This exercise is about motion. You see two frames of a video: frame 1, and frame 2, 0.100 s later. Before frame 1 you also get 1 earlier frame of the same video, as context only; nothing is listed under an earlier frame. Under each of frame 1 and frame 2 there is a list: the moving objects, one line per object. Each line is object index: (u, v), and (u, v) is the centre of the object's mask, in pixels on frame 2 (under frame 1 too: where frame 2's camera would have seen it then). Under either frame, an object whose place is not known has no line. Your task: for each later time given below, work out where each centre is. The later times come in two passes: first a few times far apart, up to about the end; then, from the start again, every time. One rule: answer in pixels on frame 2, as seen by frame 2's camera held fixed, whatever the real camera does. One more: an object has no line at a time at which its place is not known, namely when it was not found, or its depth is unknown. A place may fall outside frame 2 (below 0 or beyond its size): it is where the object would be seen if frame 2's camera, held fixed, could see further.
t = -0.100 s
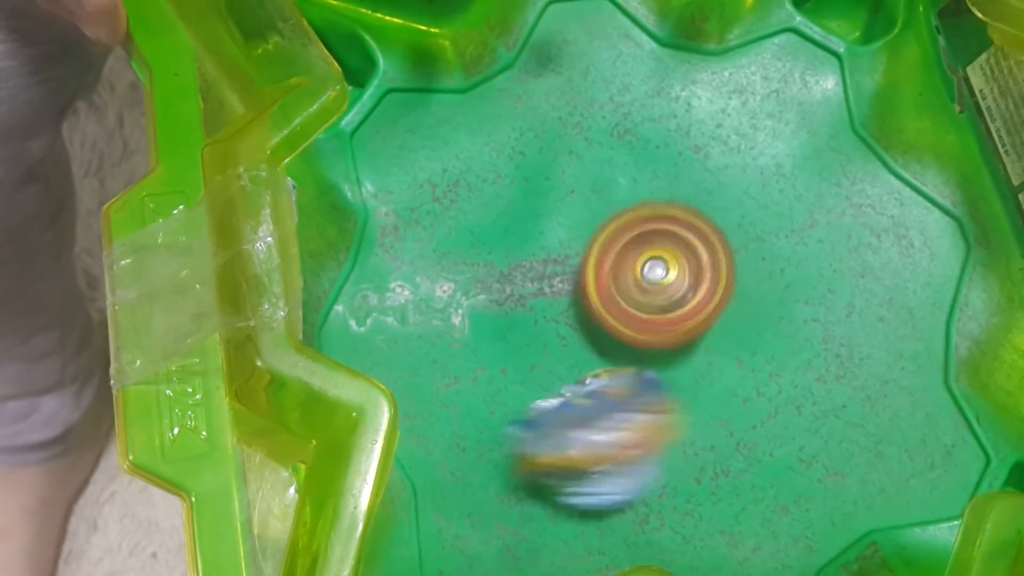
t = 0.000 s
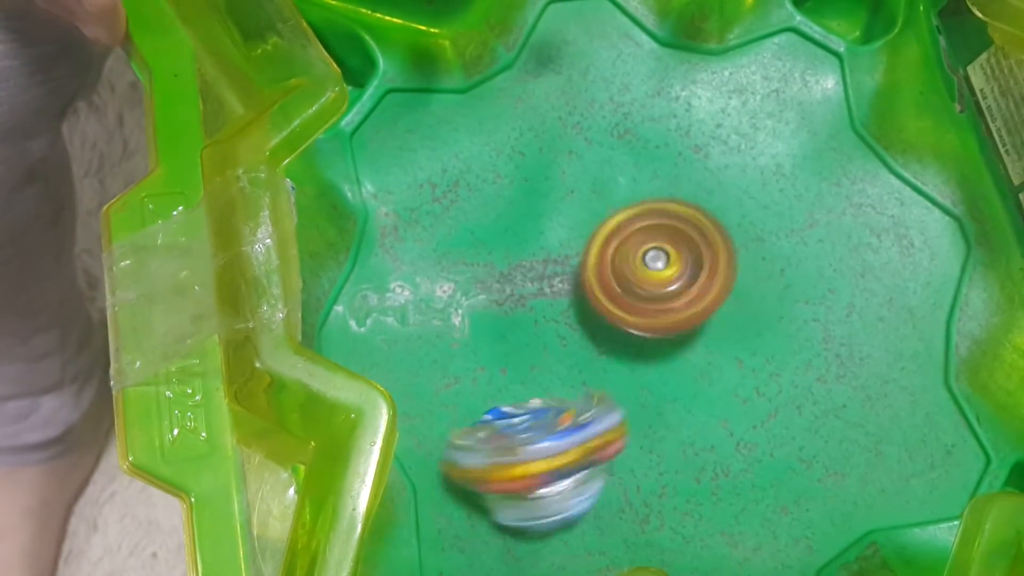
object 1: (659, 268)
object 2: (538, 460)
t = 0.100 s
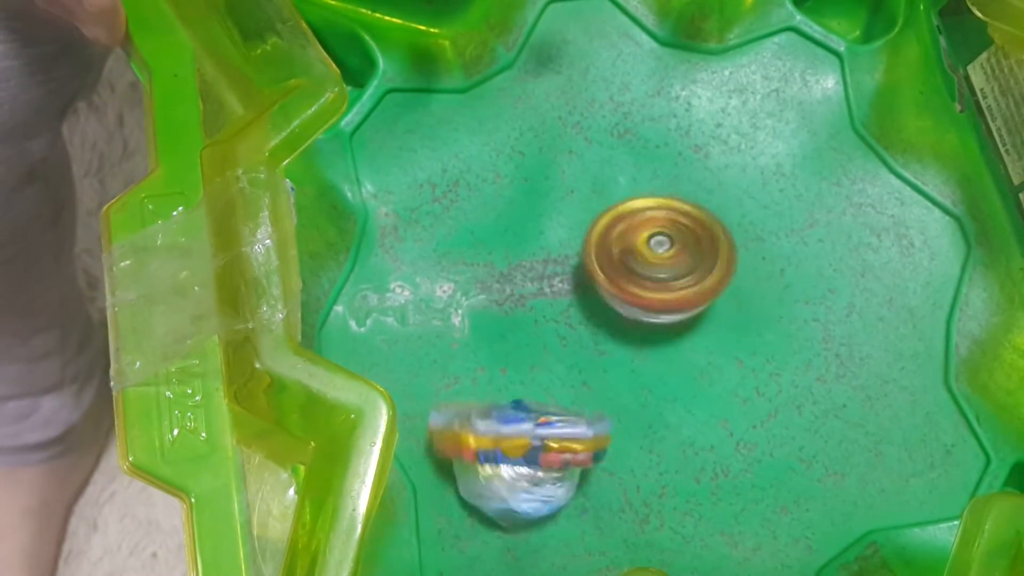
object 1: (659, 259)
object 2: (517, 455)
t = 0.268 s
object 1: (653, 253)
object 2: (552, 451)
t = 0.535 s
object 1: (645, 260)
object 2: (556, 453)
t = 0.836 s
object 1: (618, 259)
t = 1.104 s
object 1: (602, 253)
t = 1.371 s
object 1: (588, 264)
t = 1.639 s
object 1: (567, 290)
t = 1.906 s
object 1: (577, 298)
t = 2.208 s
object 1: (595, 324)
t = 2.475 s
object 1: (587, 325)
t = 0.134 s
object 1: (657, 259)
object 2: (519, 453)
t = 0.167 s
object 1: (653, 258)
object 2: (525, 453)
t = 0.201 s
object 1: (652, 256)
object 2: (535, 450)
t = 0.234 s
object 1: (653, 253)
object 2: (547, 451)
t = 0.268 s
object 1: (653, 253)
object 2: (552, 451)
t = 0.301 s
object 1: (654, 253)
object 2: (555, 452)
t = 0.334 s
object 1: (656, 256)
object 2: (556, 453)
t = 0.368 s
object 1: (654, 254)
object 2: (557, 454)
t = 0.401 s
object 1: (651, 249)
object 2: (558, 455)
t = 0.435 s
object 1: (652, 249)
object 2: (558, 455)
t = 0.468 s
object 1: (654, 253)
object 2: (557, 455)
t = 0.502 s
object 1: (650, 259)
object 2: (557, 454)
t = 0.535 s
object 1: (645, 260)
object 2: (556, 453)
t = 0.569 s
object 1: (640, 260)
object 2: (555, 452)
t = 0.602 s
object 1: (636, 258)
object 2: (554, 451)
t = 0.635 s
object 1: (635, 255)
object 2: (552, 449)
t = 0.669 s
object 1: (631, 252)
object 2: (549, 446)
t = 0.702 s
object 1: (632, 252)
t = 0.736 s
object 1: (632, 255)
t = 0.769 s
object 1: (627, 256)
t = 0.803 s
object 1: (623, 258)
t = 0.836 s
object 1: (618, 259)
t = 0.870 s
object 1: (615, 262)
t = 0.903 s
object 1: (611, 262)
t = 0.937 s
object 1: (608, 259)
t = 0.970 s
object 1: (606, 257)
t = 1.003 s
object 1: (606, 256)
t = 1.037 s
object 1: (604, 255)
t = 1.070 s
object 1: (602, 254)
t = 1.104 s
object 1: (602, 253)
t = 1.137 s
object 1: (603, 259)
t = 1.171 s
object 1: (603, 264)
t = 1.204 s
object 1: (598, 263)
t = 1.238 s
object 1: (592, 264)
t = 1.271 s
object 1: (590, 264)
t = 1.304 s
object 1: (593, 261)
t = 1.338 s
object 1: (593, 263)
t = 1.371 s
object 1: (588, 264)
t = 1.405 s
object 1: (590, 264)
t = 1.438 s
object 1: (596, 271)
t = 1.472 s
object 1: (592, 278)
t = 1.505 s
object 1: (585, 280)
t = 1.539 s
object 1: (581, 279)
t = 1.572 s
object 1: (579, 284)
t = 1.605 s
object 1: (573, 289)
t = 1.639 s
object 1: (567, 290)
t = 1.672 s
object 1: (566, 289)
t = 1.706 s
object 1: (570, 288)
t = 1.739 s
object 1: (576, 291)
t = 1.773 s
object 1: (577, 292)
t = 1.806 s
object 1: (574, 290)
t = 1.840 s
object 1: (573, 288)
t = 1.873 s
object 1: (576, 291)
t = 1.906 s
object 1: (577, 298)
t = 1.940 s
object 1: (576, 300)
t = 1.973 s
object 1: (578, 297)
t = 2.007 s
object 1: (585, 294)
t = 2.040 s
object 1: (590, 301)
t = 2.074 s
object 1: (585, 308)
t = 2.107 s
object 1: (581, 309)
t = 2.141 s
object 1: (586, 311)
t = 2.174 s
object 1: (593, 318)
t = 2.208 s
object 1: (595, 324)
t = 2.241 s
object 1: (589, 325)
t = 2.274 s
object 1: (586, 324)
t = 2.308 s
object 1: (586, 327)
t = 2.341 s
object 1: (586, 328)
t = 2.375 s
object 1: (585, 327)
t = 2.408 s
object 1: (589, 325)
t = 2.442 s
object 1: (589, 326)
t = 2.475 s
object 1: (587, 325)
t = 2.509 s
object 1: (588, 325)
